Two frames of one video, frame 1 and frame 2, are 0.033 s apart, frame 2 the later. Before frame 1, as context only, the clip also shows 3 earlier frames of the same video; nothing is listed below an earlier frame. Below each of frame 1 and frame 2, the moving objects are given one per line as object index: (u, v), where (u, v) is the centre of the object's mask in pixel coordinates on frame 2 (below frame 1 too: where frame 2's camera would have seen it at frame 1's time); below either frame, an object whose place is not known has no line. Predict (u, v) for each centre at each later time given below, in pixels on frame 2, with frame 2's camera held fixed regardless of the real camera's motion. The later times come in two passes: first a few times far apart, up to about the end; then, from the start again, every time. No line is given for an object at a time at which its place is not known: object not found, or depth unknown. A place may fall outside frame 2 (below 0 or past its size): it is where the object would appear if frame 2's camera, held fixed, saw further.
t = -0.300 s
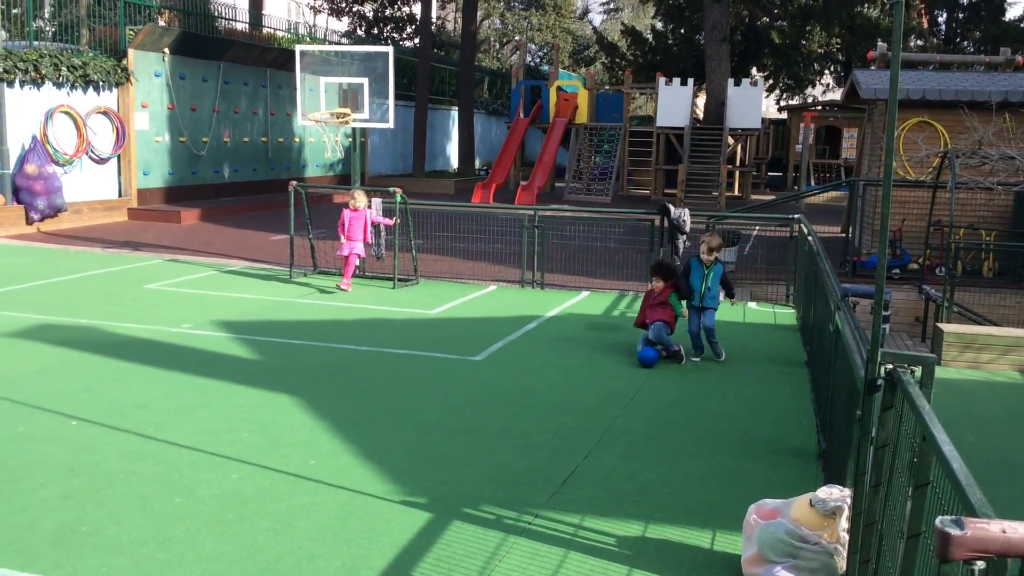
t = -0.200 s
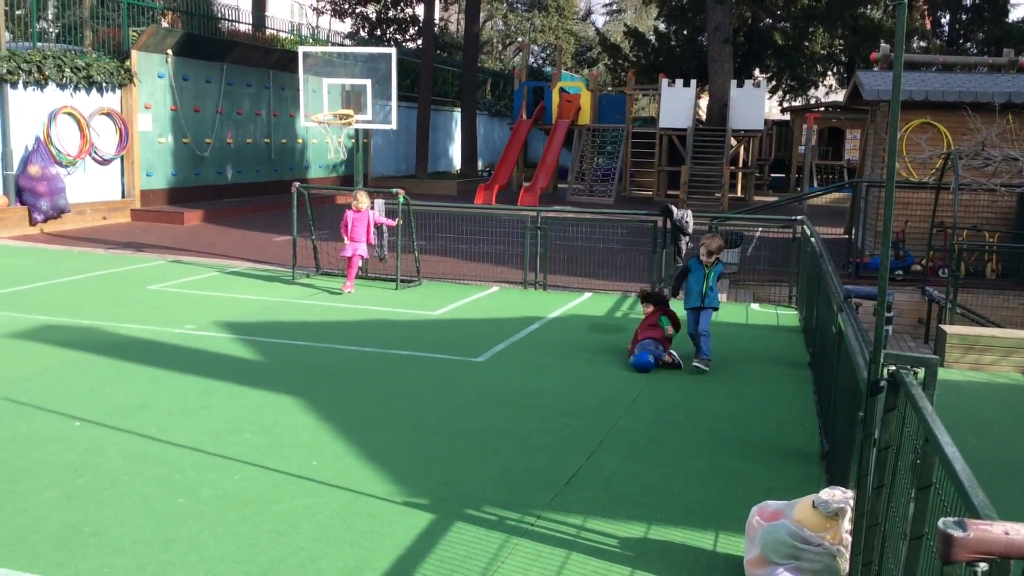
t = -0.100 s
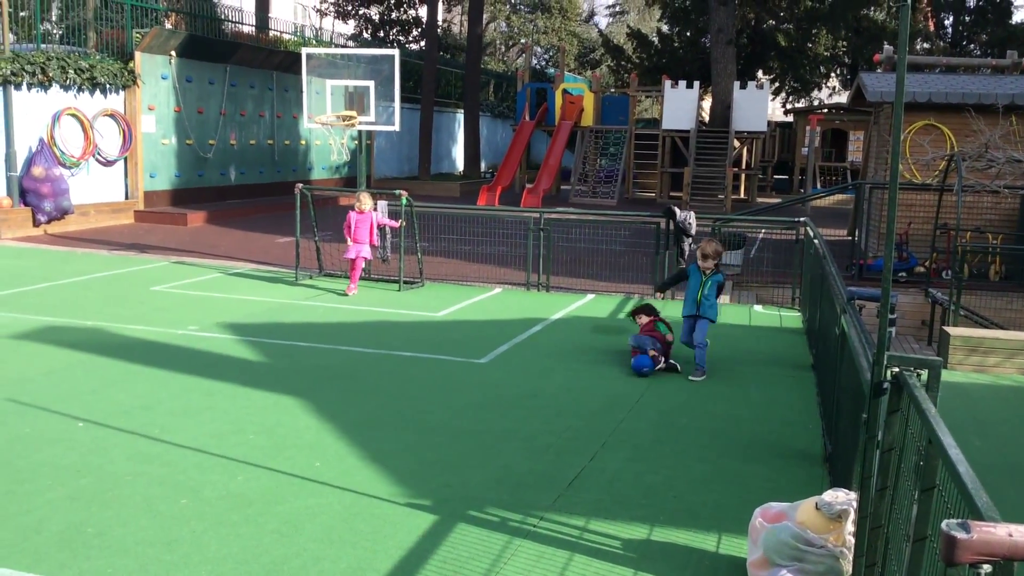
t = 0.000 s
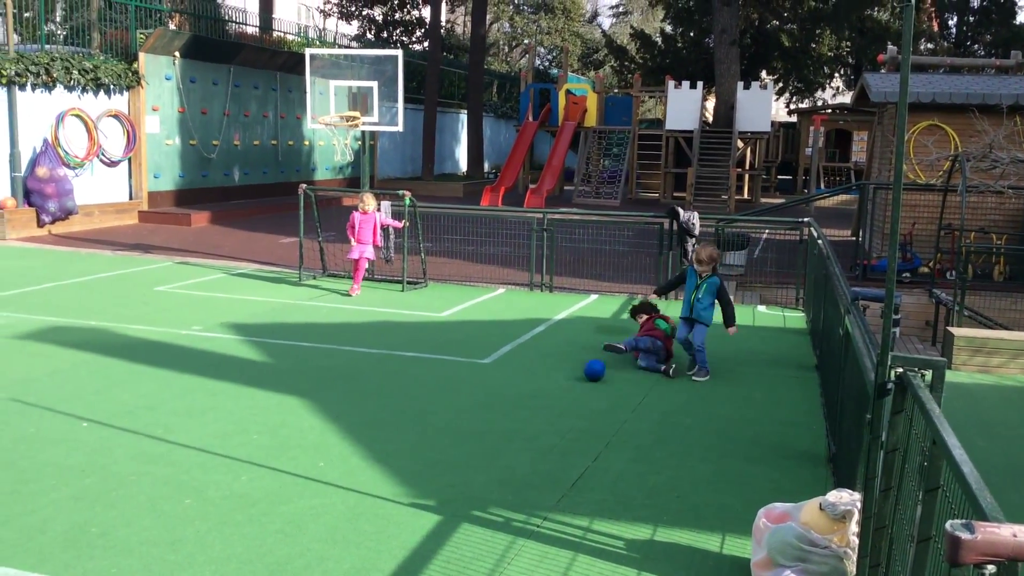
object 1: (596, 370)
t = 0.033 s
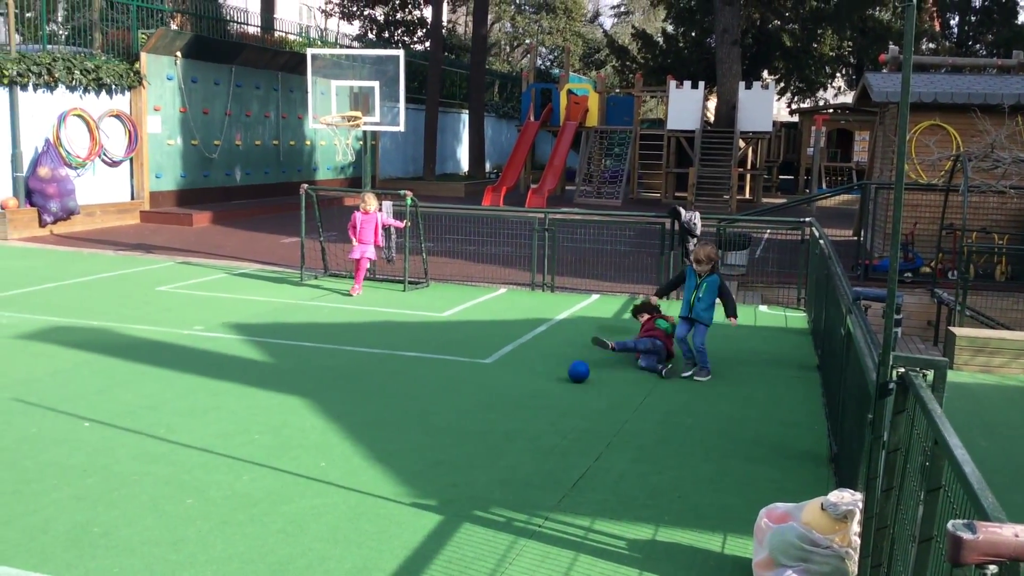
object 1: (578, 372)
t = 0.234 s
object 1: (492, 377)
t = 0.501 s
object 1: (380, 385)
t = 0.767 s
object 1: (264, 392)
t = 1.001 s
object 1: (157, 399)
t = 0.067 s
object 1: (562, 373)
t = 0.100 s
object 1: (547, 374)
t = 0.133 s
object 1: (533, 374)
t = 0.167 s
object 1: (519, 375)
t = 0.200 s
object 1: (505, 376)
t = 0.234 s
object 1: (492, 377)
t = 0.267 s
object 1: (478, 378)
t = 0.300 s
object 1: (464, 378)
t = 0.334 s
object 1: (450, 380)
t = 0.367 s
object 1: (436, 381)
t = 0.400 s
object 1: (422, 382)
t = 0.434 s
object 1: (409, 383)
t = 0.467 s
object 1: (394, 383)
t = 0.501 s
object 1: (380, 385)
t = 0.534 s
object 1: (366, 385)
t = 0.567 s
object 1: (351, 386)
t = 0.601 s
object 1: (337, 387)
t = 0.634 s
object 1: (323, 388)
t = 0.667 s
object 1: (308, 389)
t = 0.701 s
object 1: (293, 390)
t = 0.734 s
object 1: (279, 391)
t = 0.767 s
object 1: (264, 392)
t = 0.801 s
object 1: (249, 393)
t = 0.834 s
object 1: (234, 394)
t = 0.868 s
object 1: (218, 395)
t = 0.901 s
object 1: (203, 396)
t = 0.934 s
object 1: (188, 398)
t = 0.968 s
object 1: (173, 398)
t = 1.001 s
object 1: (157, 399)
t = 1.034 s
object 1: (141, 401)
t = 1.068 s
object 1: (125, 402)
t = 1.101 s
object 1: (109, 403)
